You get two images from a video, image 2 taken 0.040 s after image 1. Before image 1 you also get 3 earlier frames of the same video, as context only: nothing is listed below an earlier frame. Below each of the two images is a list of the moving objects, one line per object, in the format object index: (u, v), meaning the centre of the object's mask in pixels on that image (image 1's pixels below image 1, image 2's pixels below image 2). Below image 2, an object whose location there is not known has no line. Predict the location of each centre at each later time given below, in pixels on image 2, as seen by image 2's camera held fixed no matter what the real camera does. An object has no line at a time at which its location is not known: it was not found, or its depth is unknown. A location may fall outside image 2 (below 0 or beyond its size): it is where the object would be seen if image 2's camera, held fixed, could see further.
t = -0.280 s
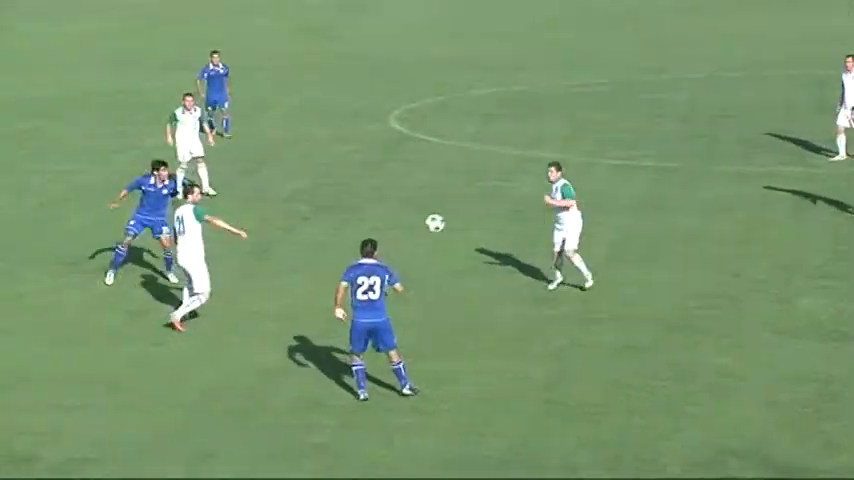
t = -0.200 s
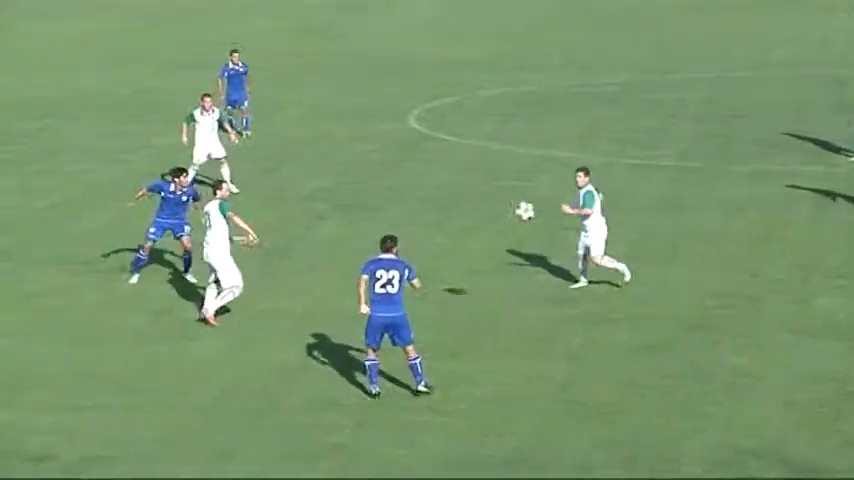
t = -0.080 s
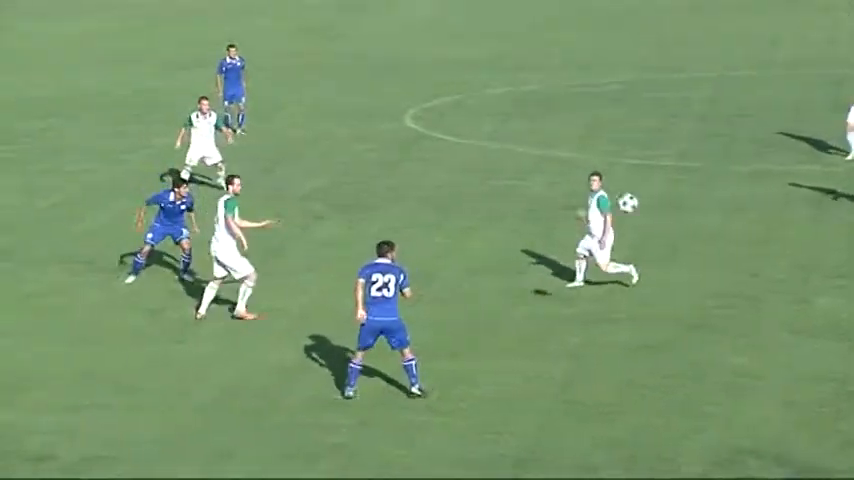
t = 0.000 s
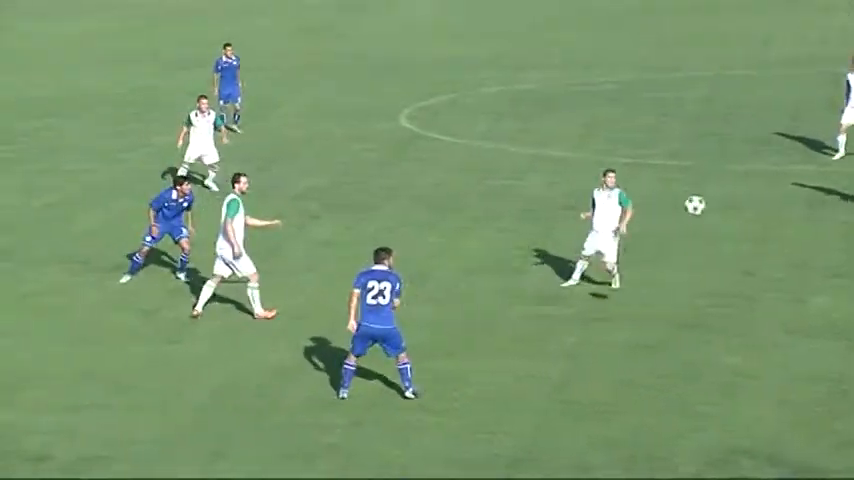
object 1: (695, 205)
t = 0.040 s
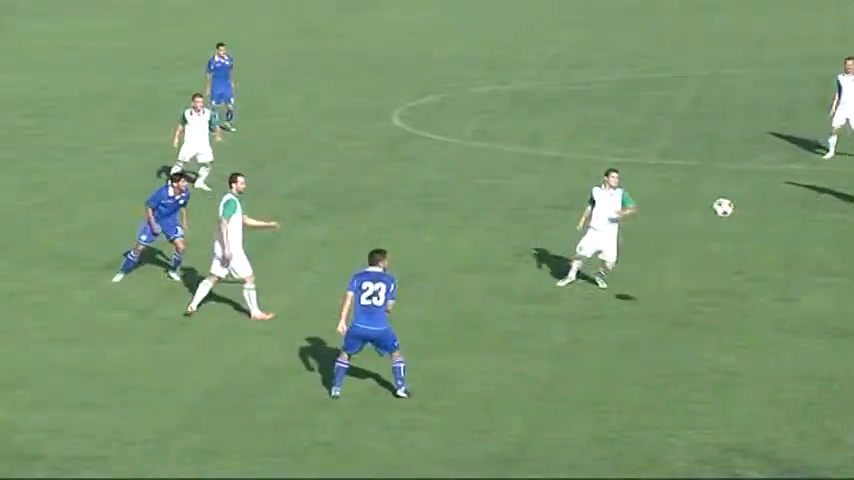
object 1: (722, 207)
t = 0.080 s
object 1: (759, 212)
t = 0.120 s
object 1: (794, 219)
